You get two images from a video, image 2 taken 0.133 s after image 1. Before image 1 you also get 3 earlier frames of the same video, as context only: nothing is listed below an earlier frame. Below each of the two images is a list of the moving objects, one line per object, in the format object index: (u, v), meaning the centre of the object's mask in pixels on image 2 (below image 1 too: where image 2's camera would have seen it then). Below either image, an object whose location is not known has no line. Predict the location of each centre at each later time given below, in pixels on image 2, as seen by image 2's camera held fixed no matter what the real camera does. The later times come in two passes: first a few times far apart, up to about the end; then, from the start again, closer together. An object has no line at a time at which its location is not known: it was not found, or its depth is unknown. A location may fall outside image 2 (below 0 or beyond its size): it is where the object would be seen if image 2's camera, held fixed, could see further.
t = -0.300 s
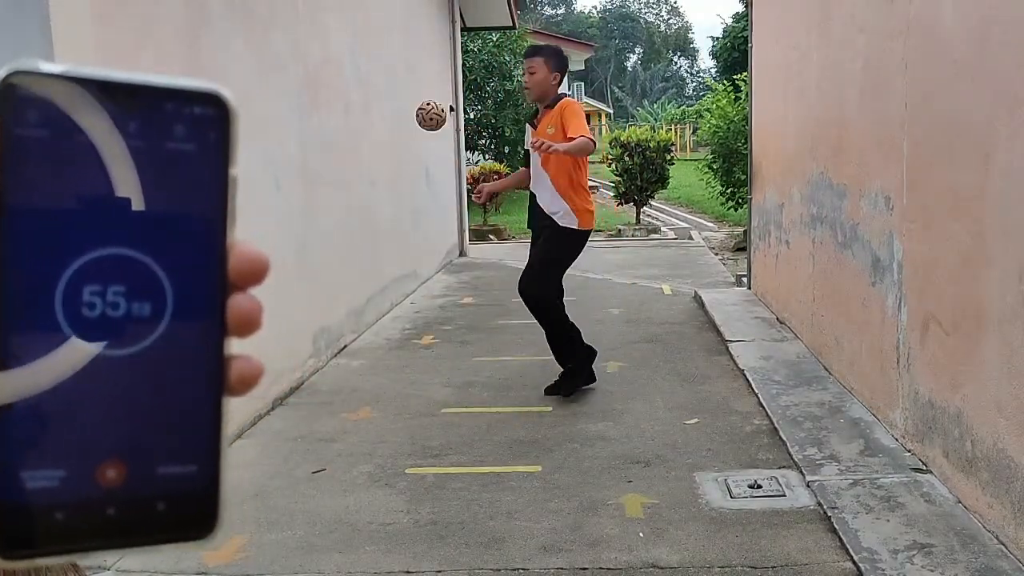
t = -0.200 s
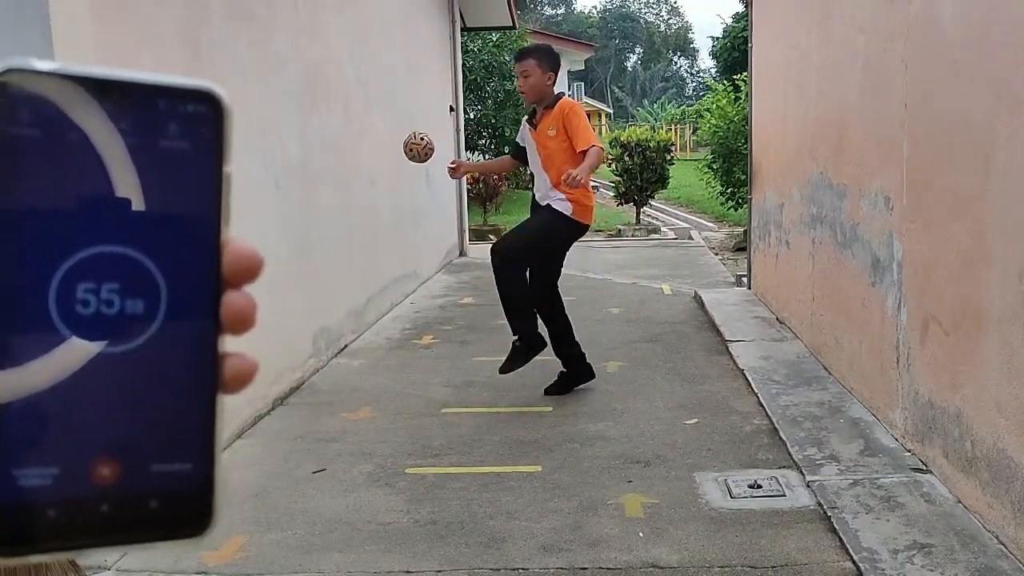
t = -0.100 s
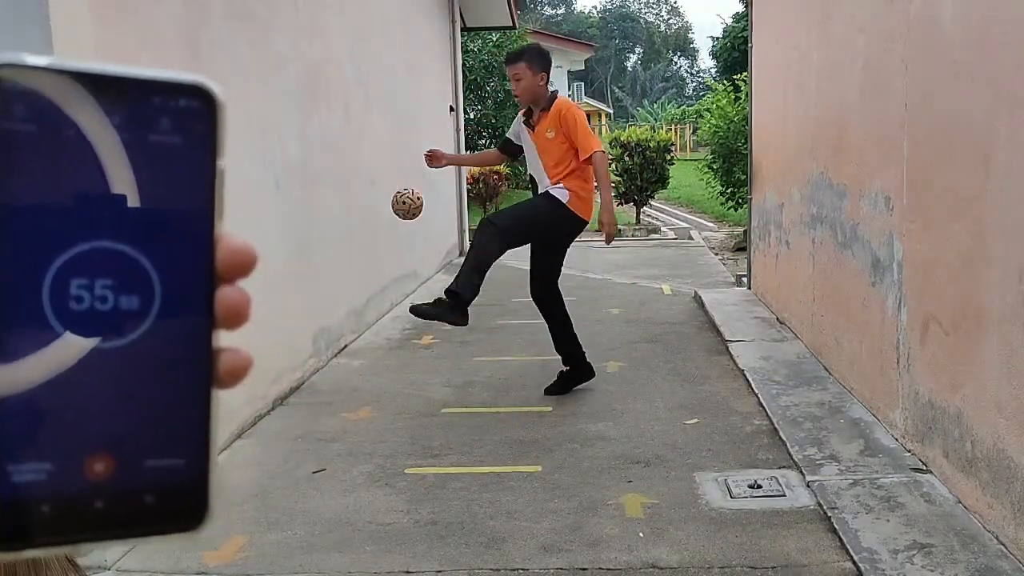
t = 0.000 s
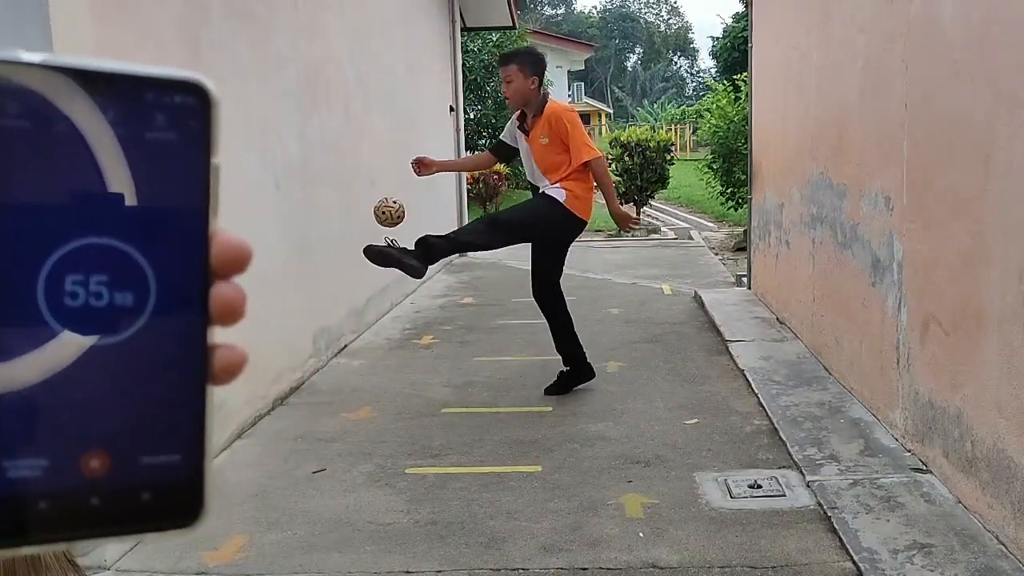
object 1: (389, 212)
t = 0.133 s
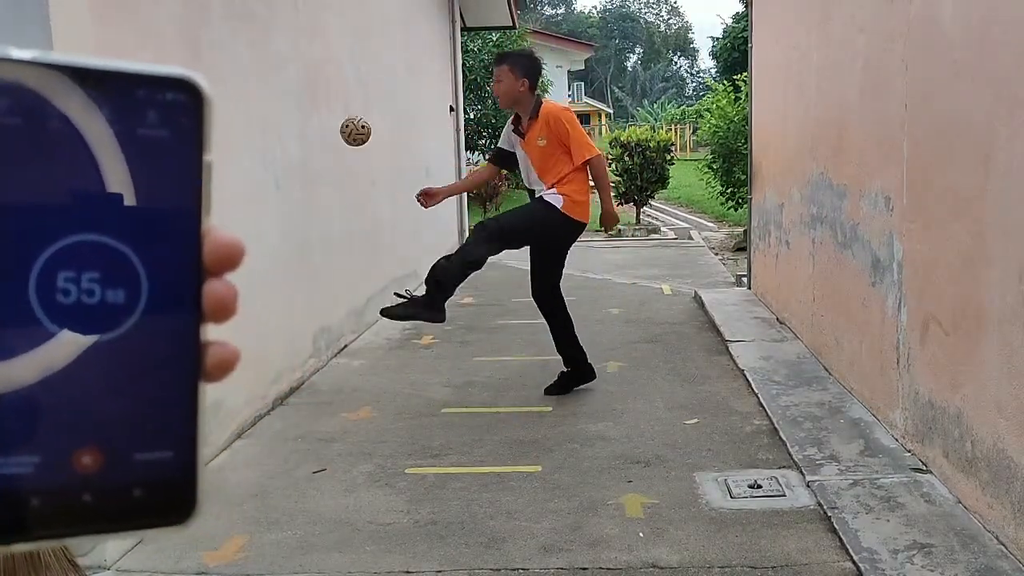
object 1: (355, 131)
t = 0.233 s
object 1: (333, 99)
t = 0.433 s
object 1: (295, 102)
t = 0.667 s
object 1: (312, 192)
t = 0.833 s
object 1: (352, 308)
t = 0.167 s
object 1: (347, 118)
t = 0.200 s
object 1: (340, 107)
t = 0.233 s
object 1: (333, 99)
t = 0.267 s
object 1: (326, 93)
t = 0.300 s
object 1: (319, 90)
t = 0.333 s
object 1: (313, 89)
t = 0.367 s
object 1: (307, 91)
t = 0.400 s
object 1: (301, 96)
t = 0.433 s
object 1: (295, 102)
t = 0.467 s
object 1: (290, 111)
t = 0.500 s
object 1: (285, 122)
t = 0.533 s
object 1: (281, 136)
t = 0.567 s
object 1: (289, 146)
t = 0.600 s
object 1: (297, 159)
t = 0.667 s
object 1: (312, 192)
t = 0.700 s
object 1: (320, 211)
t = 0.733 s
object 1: (328, 233)
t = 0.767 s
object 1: (336, 256)
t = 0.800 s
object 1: (344, 281)
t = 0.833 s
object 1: (352, 308)
